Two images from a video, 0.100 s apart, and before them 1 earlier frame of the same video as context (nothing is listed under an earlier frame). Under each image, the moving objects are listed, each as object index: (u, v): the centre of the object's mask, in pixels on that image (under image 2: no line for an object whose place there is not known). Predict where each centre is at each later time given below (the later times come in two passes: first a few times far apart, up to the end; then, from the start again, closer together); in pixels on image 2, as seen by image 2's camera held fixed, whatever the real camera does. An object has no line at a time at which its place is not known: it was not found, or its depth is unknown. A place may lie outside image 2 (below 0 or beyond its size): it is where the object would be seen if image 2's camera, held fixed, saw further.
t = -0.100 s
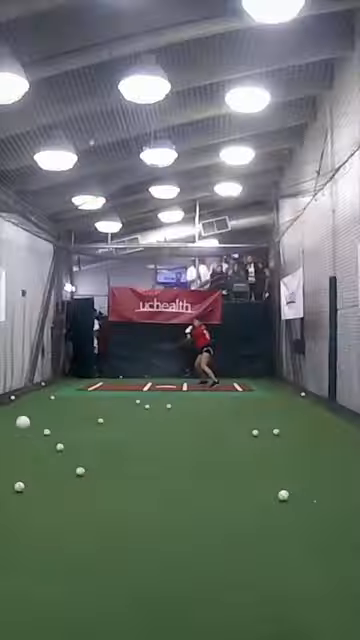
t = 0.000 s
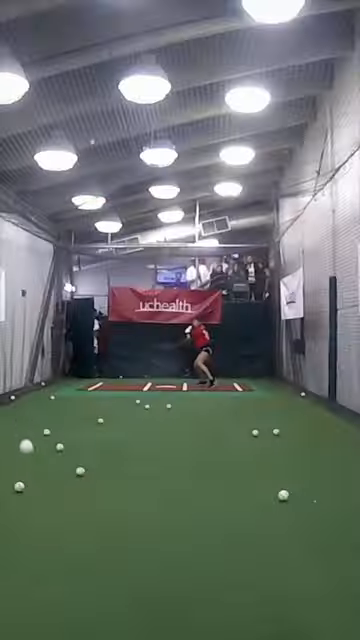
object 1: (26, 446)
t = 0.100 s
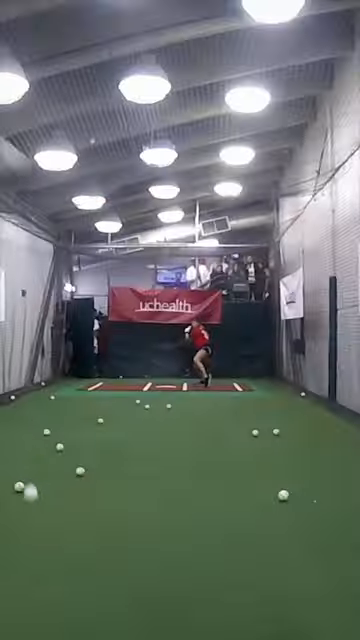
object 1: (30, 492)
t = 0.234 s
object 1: (37, 558)
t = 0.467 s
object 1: (40, 527)
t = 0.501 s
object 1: (41, 531)
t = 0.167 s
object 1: (34, 536)
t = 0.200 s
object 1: (36, 562)
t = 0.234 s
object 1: (37, 558)
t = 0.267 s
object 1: (36, 547)
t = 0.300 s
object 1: (36, 538)
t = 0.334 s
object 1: (37, 532)
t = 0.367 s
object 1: (38, 527)
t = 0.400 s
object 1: (39, 525)
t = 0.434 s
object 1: (39, 525)
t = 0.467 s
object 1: (40, 527)
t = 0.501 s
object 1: (41, 531)
